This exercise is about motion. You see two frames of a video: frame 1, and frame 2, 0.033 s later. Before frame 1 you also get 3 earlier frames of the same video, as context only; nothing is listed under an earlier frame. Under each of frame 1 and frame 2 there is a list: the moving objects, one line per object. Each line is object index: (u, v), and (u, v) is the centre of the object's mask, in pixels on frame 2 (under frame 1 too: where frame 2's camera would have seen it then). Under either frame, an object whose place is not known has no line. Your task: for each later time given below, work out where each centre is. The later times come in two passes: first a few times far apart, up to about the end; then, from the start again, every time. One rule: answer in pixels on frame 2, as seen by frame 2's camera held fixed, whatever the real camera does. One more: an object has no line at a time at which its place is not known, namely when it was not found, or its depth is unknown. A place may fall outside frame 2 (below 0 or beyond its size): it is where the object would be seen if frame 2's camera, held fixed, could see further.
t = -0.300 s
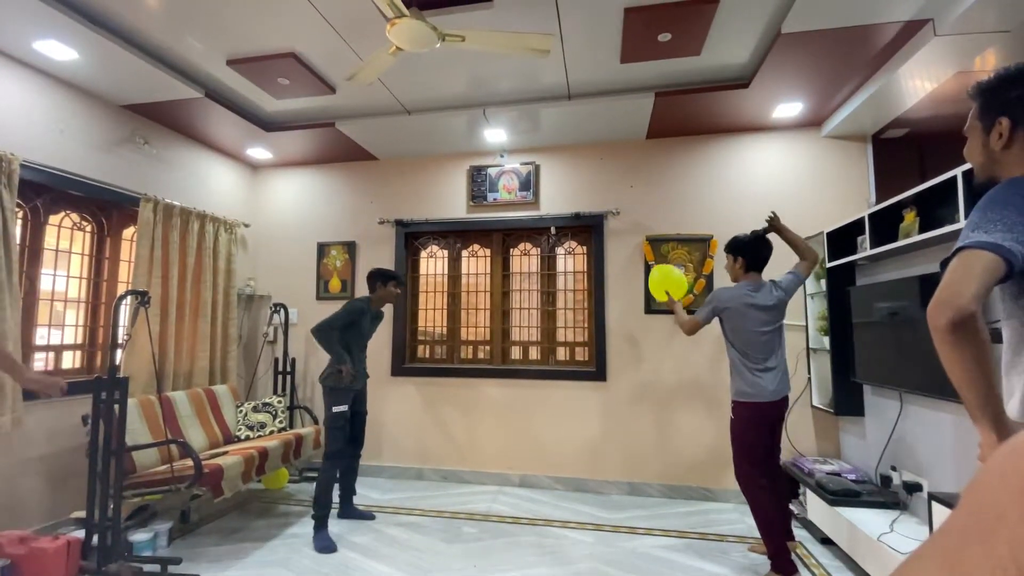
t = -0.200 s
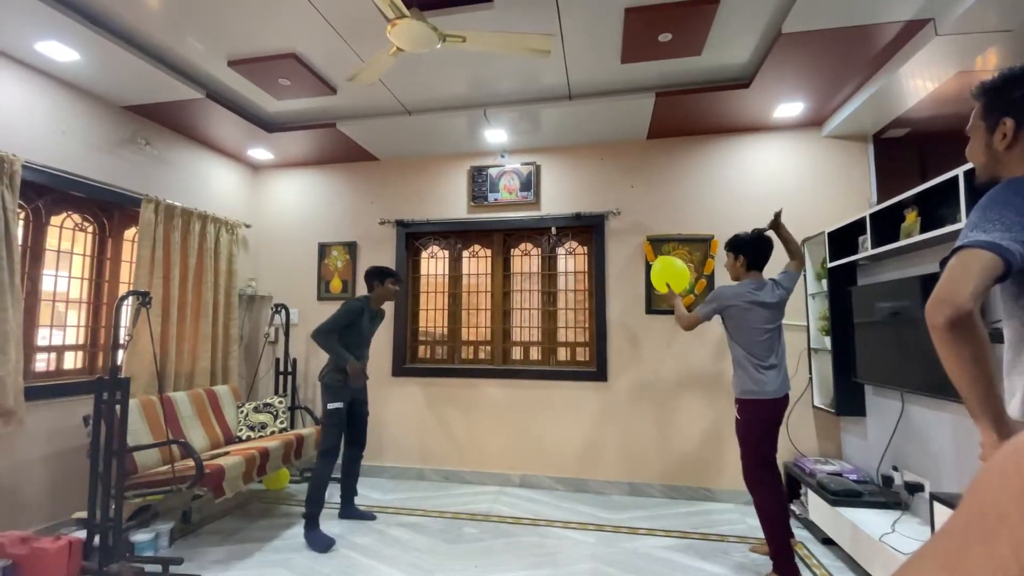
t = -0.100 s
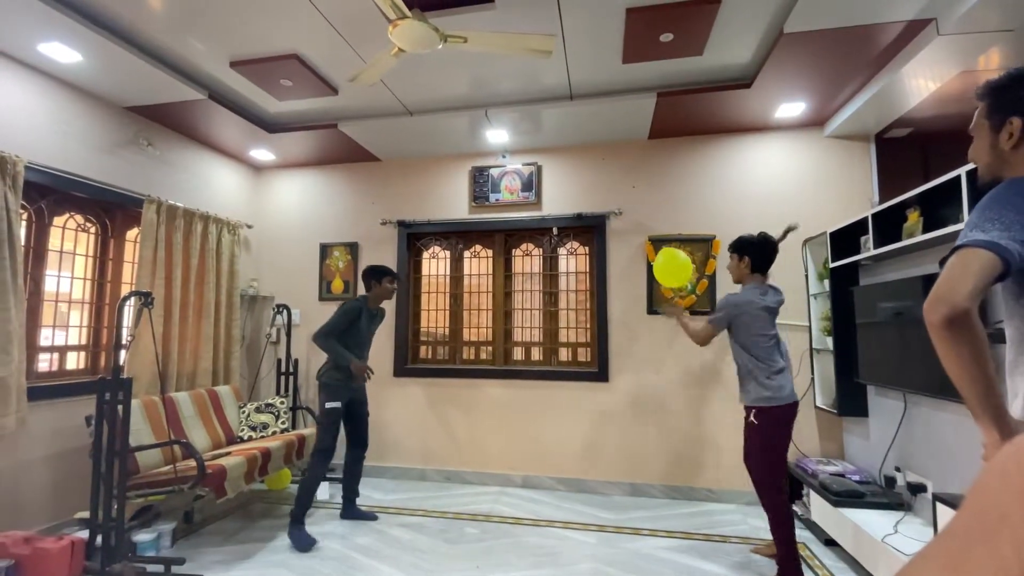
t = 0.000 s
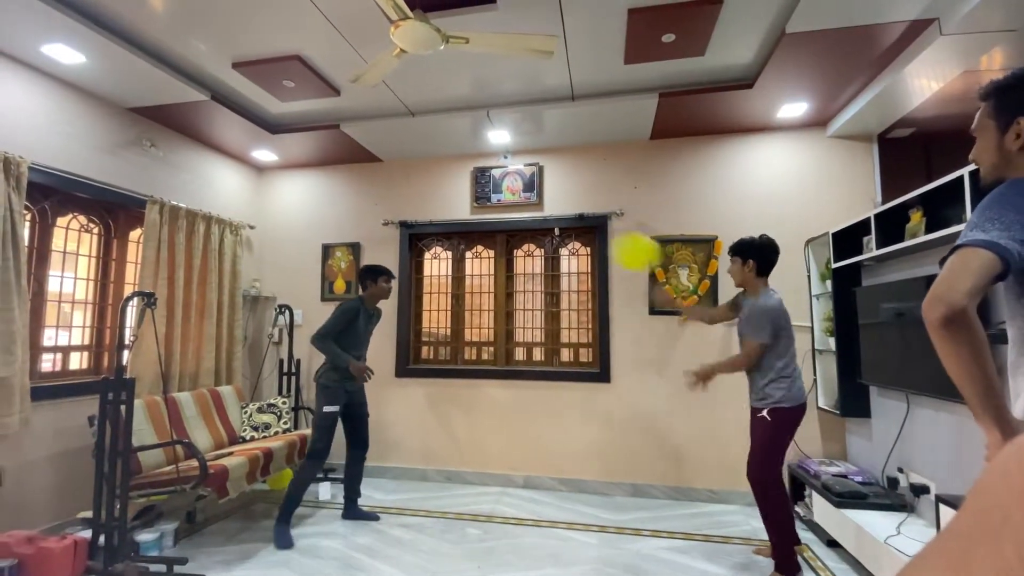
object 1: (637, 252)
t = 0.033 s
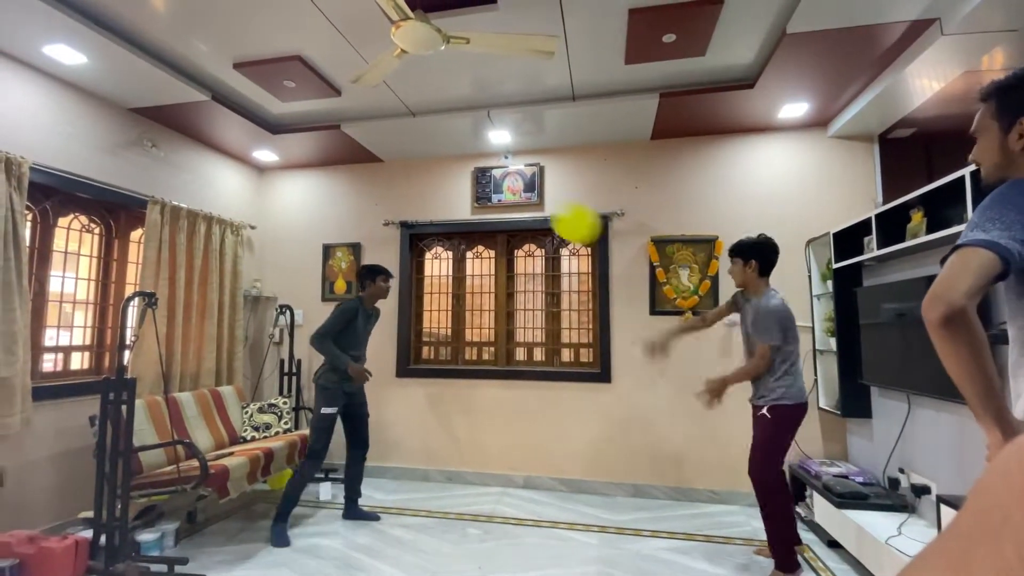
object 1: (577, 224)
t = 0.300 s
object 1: (440, 66)
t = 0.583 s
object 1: (415, 161)
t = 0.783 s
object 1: (400, 225)
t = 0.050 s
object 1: (552, 207)
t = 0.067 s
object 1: (535, 189)
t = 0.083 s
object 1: (522, 172)
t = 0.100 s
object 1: (512, 155)
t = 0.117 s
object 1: (501, 140)
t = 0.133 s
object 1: (494, 126)
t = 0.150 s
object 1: (487, 112)
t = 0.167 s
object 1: (480, 101)
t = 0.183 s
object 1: (473, 89)
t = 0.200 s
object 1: (466, 76)
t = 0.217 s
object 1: (461, 69)
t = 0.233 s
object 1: (455, 53)
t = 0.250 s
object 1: (452, 59)
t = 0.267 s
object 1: (447, 61)
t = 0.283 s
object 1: (443, 64)
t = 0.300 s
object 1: (440, 66)
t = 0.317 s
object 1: (438, 69)
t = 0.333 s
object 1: (435, 72)
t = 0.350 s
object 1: (433, 77)
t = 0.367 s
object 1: (431, 82)
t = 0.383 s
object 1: (429, 88)
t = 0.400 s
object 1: (428, 94)
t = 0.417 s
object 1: (427, 100)
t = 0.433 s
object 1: (425, 106)
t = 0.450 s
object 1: (424, 112)
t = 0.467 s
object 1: (423, 118)
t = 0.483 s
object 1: (422, 124)
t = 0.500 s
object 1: (421, 130)
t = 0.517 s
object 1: (420, 136)
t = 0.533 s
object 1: (419, 143)
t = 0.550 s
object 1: (417, 149)
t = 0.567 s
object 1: (416, 155)
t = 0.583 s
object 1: (415, 161)
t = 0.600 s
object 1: (413, 166)
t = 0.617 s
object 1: (412, 171)
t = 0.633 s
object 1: (411, 177)
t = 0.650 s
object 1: (409, 183)
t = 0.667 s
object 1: (408, 188)
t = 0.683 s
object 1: (407, 194)
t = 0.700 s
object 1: (406, 199)
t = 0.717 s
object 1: (404, 204)
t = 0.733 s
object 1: (403, 209)
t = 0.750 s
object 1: (402, 215)
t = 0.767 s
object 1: (401, 220)
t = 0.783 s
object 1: (400, 225)
